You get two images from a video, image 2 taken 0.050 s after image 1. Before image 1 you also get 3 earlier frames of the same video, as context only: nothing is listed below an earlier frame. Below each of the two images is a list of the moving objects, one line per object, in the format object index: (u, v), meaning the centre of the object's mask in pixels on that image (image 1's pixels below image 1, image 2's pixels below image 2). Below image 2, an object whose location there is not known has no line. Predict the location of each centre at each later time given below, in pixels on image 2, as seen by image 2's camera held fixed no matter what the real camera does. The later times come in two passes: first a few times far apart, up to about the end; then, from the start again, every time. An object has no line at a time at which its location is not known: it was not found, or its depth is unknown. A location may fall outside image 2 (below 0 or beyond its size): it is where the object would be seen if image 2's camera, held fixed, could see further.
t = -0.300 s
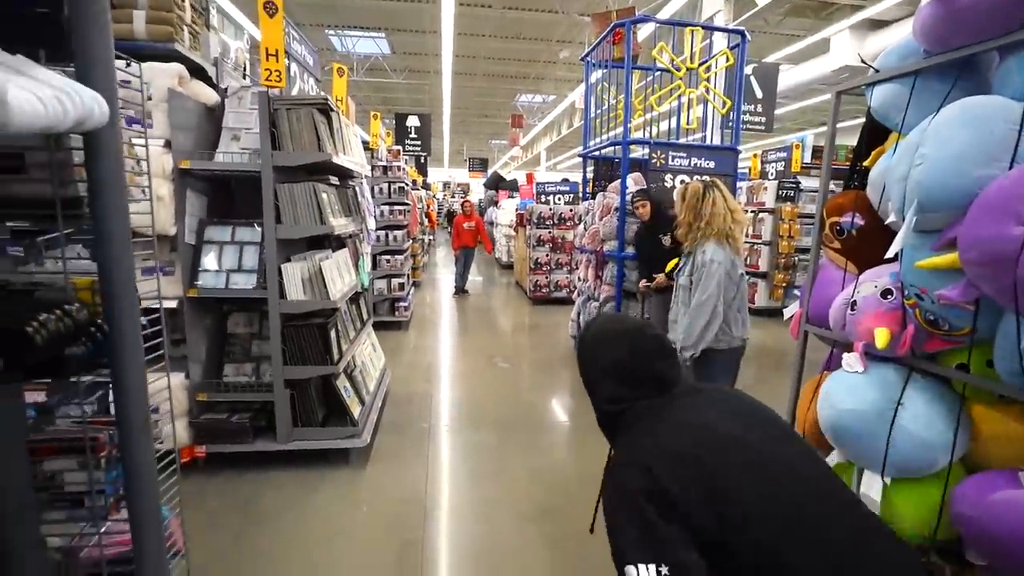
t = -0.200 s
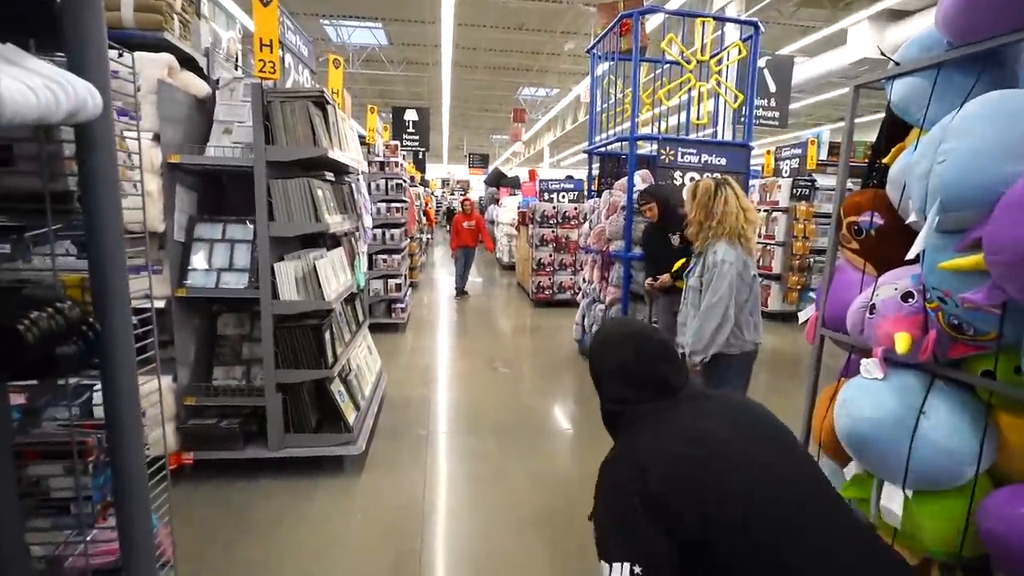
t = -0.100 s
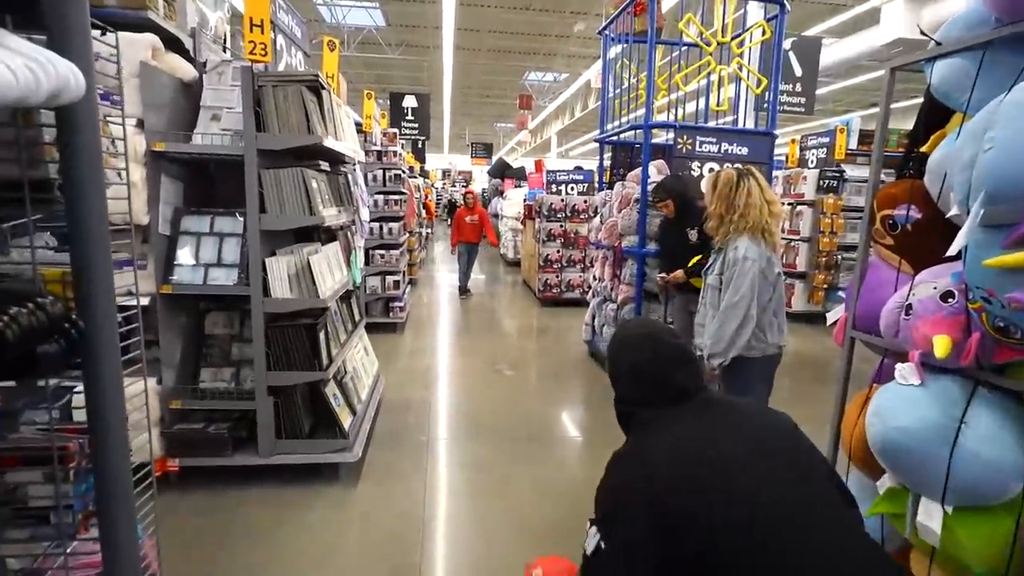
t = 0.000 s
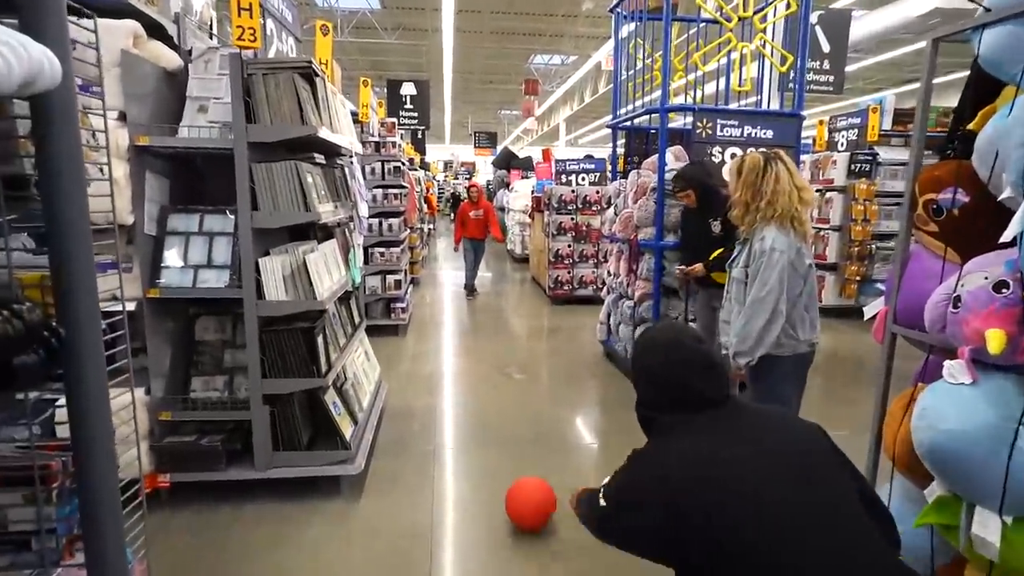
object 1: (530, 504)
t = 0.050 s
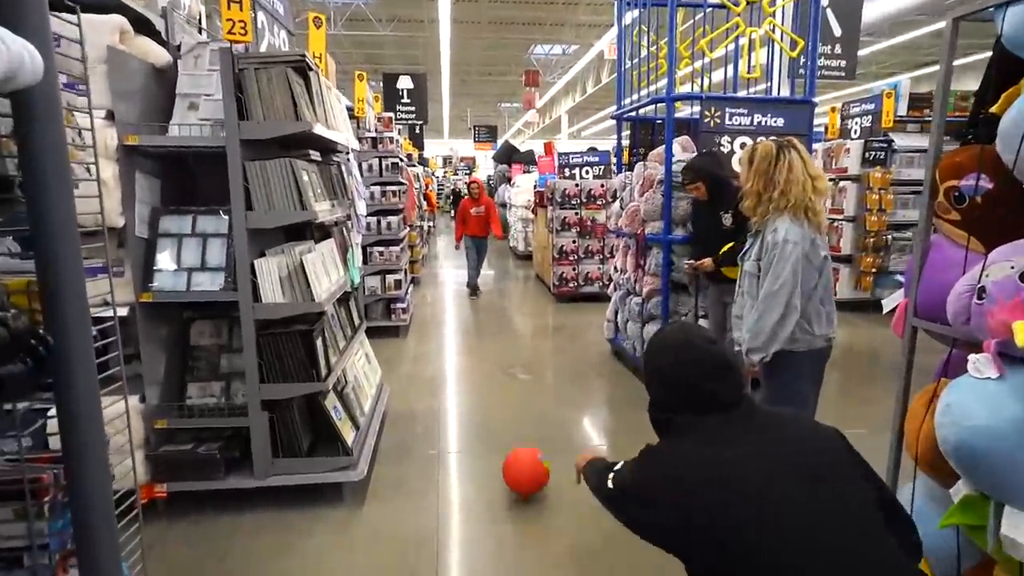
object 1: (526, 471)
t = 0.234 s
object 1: (497, 403)
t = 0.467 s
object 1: (479, 356)
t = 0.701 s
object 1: (466, 326)
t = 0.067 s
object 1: (522, 461)
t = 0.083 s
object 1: (519, 453)
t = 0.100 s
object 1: (516, 446)
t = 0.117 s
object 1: (513, 439)
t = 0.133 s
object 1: (510, 433)
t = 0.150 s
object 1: (508, 428)
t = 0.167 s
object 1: (505, 423)
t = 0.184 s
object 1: (503, 417)
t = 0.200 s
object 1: (501, 412)
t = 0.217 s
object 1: (499, 406)
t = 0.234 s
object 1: (497, 403)
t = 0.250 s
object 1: (496, 398)
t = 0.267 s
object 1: (494, 395)
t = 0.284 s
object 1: (493, 392)
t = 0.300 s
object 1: (491, 388)
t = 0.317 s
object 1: (490, 384)
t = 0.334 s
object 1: (488, 380)
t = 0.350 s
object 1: (487, 377)
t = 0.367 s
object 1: (485, 374)
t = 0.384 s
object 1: (484, 371)
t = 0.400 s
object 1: (483, 368)
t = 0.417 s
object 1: (482, 364)
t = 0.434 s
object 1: (481, 361)
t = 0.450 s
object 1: (480, 358)
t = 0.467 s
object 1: (479, 356)
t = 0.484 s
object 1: (478, 354)
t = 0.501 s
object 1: (476, 352)
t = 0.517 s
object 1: (475, 349)
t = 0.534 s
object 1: (474, 346)
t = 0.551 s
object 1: (473, 343)
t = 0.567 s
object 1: (472, 341)
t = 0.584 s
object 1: (472, 339)
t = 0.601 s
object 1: (471, 336)
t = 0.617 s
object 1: (470, 335)
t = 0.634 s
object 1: (469, 334)
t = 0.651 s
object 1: (468, 331)
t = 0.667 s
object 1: (467, 329)
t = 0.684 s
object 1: (467, 327)
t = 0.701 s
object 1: (466, 326)
